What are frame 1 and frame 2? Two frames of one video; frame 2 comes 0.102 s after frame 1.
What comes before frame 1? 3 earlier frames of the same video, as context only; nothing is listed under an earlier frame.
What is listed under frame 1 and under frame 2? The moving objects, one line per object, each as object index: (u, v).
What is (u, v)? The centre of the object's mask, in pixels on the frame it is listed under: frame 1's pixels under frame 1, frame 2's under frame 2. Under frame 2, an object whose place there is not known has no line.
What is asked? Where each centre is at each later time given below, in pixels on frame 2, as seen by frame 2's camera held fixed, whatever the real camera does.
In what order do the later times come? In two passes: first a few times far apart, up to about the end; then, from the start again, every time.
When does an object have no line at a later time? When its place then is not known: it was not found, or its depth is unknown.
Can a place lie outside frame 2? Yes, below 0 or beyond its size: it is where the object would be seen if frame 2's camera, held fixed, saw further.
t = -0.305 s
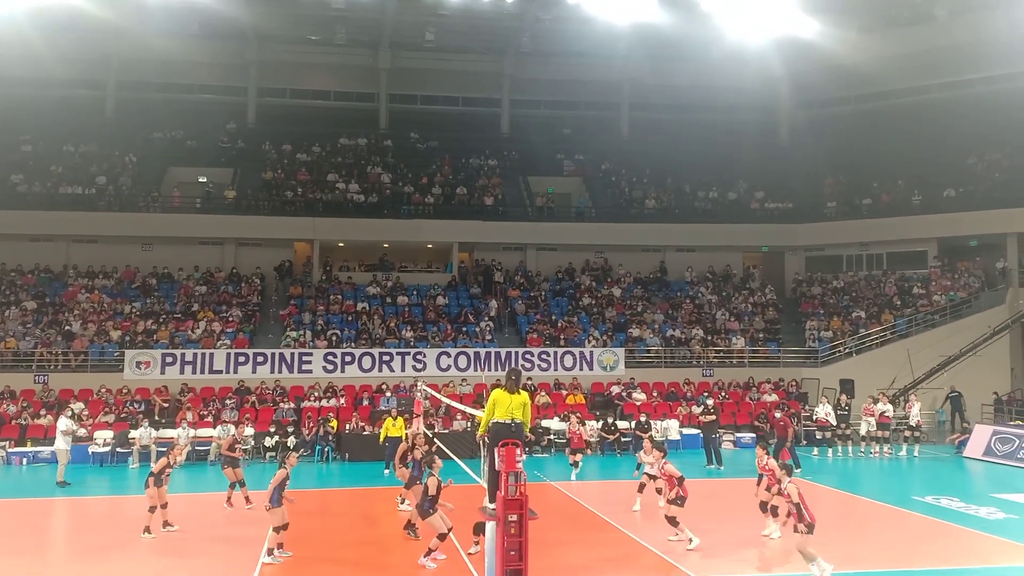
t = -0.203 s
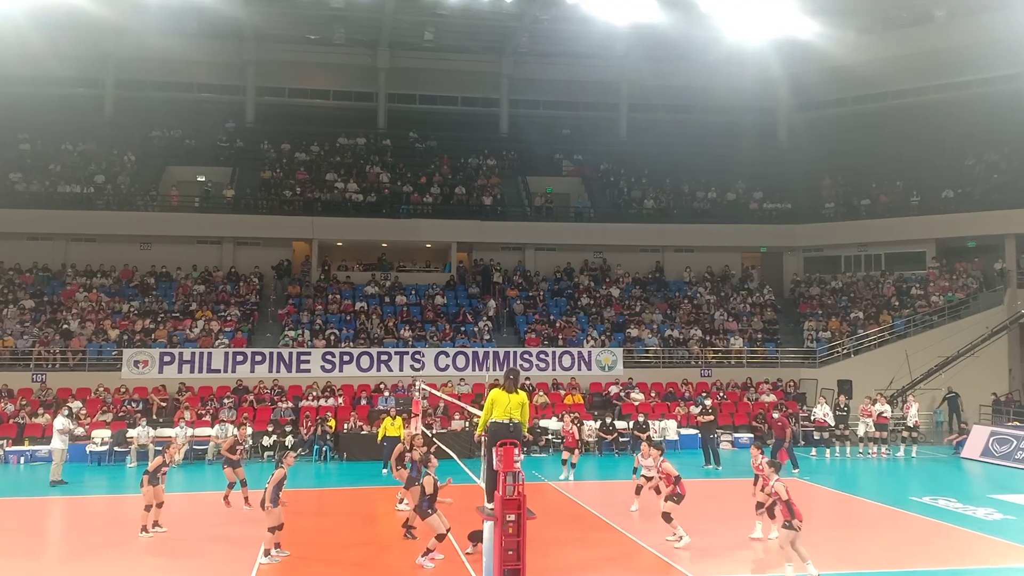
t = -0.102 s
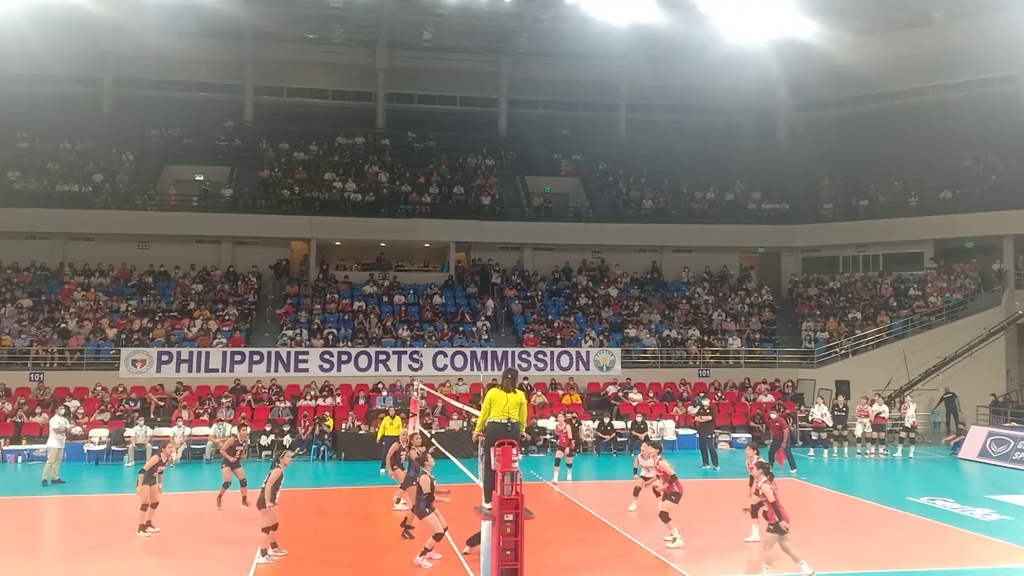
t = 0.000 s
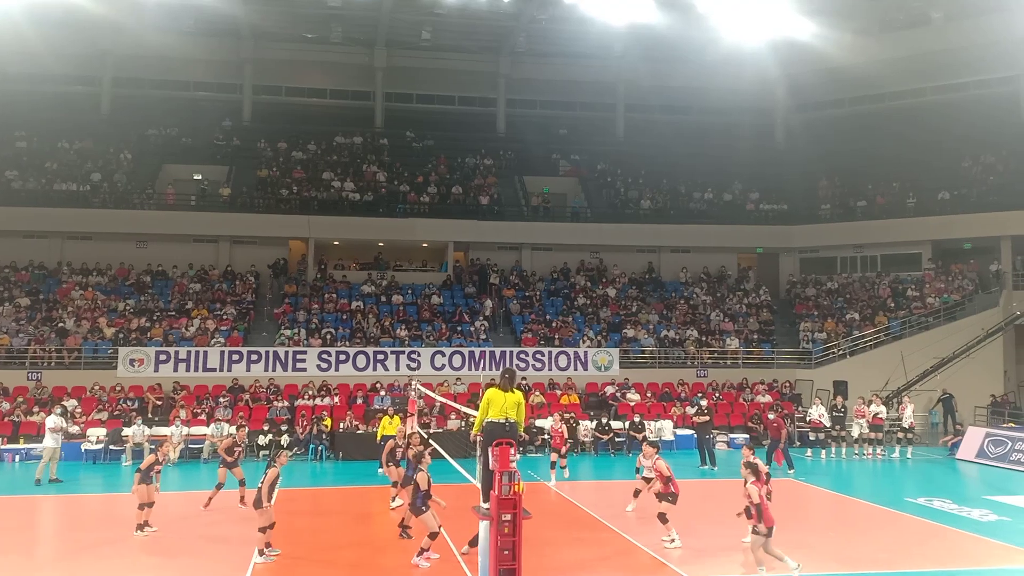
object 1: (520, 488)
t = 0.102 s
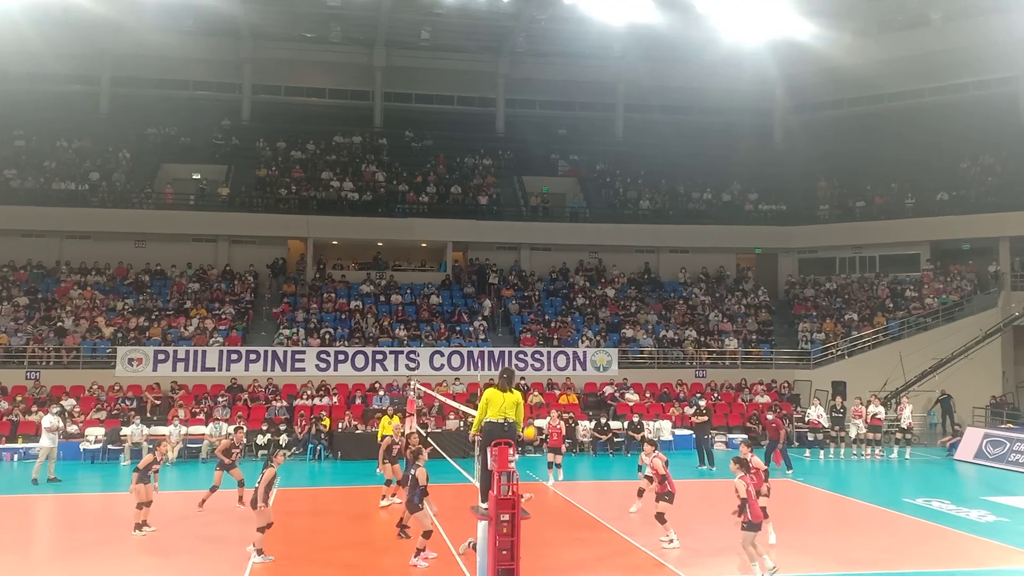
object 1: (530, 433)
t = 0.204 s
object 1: (541, 384)
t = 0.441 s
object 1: (569, 303)
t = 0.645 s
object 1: (591, 261)
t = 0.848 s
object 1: (611, 246)
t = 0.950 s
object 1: (621, 248)
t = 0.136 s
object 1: (534, 415)
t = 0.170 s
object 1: (539, 400)
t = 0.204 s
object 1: (541, 384)
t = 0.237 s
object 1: (546, 370)
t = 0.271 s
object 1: (550, 357)
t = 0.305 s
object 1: (554, 344)
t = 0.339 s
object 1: (557, 333)
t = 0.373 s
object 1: (561, 322)
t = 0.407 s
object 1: (565, 313)
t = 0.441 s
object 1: (569, 303)
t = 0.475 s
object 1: (573, 294)
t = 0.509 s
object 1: (576, 286)
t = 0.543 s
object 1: (580, 279)
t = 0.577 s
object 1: (583, 272)
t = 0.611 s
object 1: (587, 266)
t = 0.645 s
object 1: (591, 261)
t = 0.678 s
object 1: (594, 257)
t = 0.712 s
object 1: (597, 253)
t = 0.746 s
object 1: (601, 250)
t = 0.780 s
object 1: (604, 248)
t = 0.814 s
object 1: (608, 247)
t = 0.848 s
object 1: (611, 246)
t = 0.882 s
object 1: (614, 246)
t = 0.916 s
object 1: (618, 247)
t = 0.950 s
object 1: (621, 248)
